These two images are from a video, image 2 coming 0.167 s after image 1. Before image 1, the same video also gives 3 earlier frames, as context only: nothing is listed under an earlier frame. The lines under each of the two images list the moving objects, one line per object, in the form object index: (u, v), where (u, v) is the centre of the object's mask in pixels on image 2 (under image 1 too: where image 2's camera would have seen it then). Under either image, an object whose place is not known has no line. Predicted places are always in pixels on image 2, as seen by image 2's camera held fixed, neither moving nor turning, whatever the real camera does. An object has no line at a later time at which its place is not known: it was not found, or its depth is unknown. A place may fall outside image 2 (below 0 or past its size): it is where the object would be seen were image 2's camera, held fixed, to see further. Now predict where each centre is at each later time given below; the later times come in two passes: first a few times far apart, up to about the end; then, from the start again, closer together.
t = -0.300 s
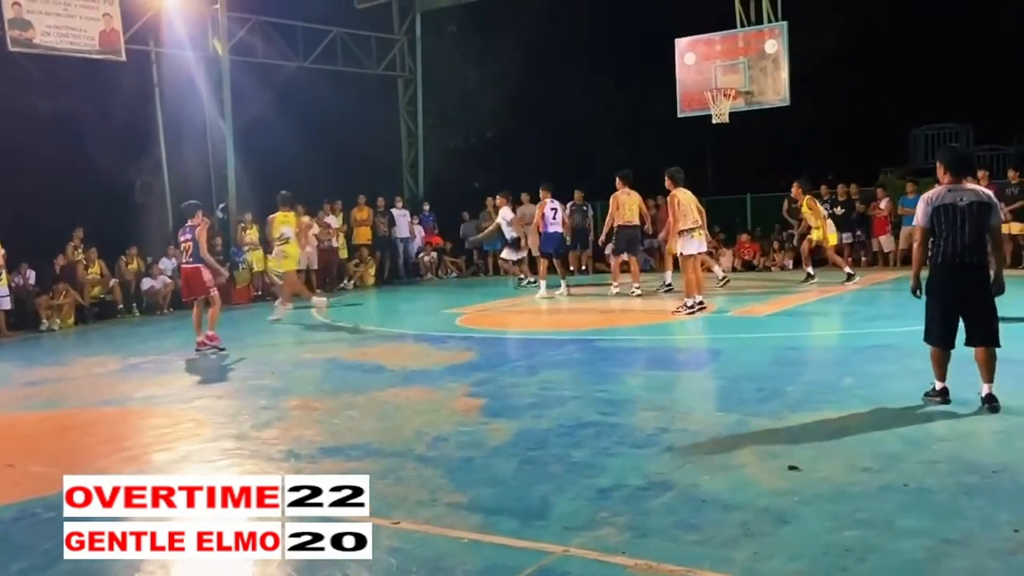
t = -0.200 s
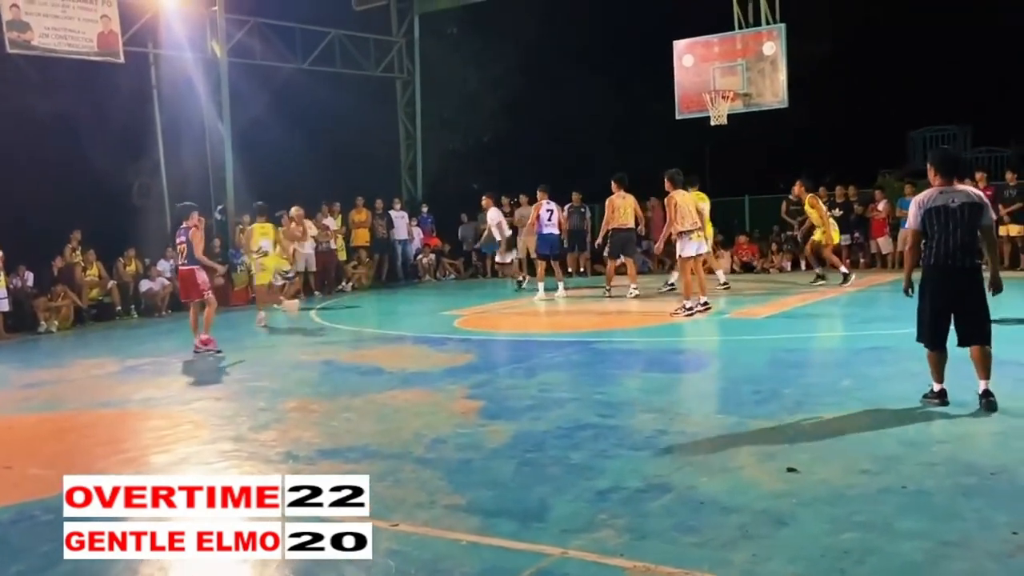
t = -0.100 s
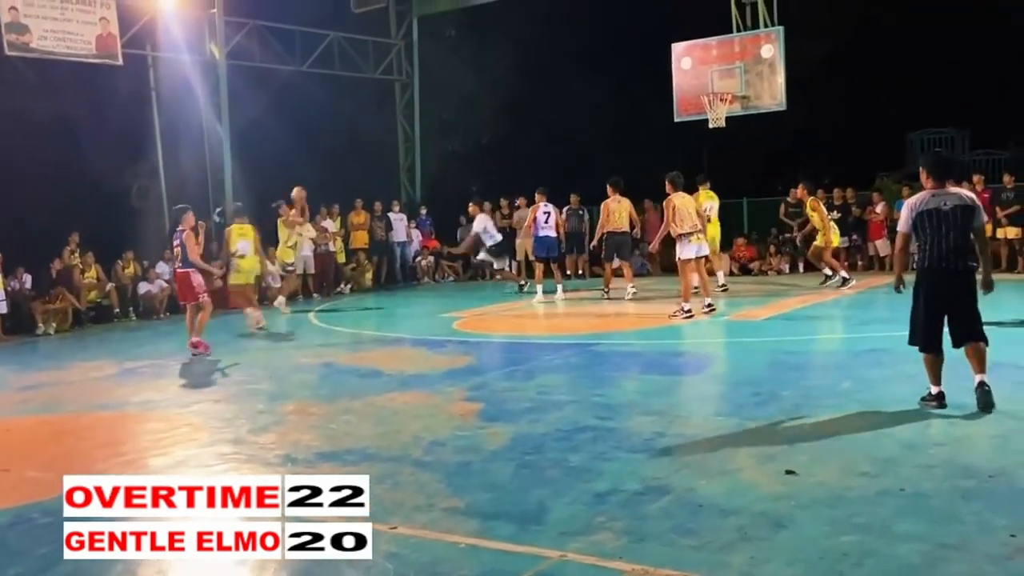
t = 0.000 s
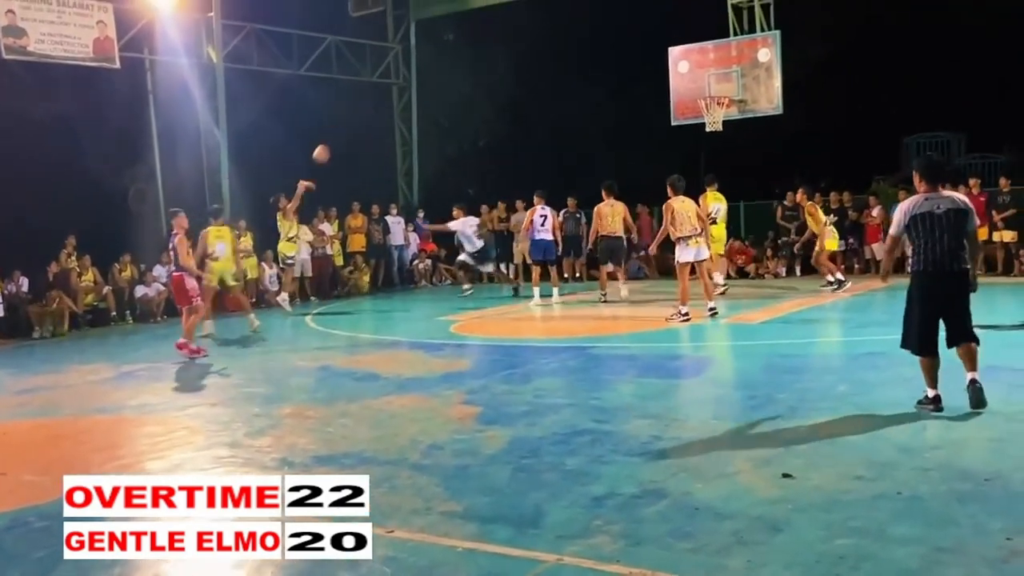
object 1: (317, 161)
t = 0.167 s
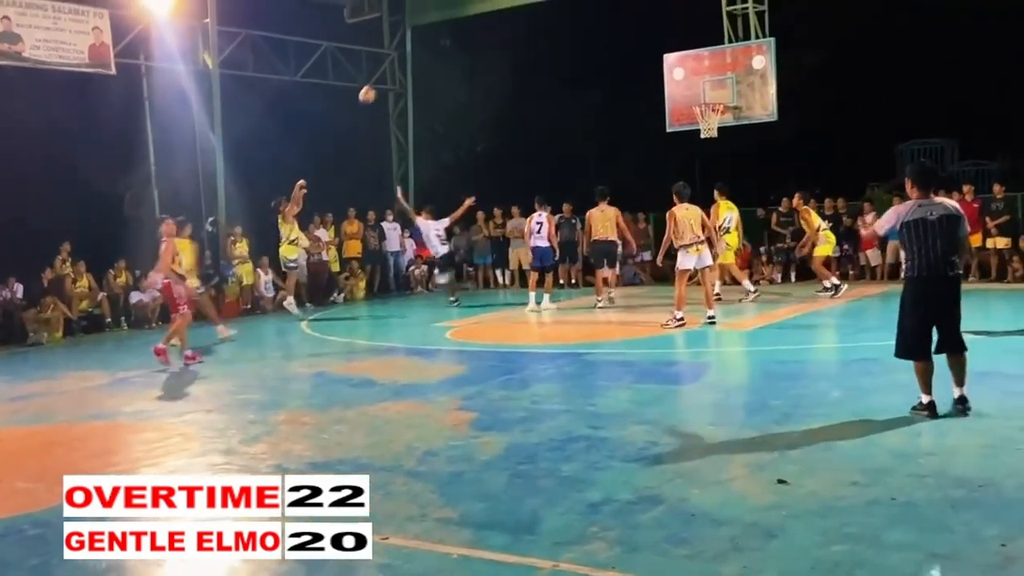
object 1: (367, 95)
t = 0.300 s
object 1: (409, 54)
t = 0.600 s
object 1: (504, 5)
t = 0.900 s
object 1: (602, 12)
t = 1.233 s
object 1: (712, 90)
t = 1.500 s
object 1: (771, 87)
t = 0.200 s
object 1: (377, 84)
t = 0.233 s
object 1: (388, 74)
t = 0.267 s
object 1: (398, 64)
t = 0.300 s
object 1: (409, 54)
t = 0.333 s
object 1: (420, 46)
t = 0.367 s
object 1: (430, 39)
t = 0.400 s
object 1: (441, 32)
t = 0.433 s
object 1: (451, 26)
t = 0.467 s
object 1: (462, 20)
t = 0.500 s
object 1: (472, 15)
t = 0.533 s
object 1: (483, 11)
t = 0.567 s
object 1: (493, 8)
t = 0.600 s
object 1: (504, 5)
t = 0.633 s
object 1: (514, 3)
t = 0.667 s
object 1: (525, 2)
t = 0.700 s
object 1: (537, 1)
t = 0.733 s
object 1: (548, 1)
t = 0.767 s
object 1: (559, 2)
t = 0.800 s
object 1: (569, 4)
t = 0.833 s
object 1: (580, 6)
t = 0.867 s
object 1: (591, 9)
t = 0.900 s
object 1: (602, 12)
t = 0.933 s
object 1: (613, 17)
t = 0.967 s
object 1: (624, 22)
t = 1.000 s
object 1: (635, 28)
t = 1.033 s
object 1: (646, 34)
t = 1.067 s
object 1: (657, 42)
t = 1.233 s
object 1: (712, 90)
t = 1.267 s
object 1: (722, 97)
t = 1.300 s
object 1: (729, 96)
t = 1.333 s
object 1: (732, 94)
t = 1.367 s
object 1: (738, 90)
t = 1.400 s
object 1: (749, 87)
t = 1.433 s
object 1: (756, 86)
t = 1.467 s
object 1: (763, 89)
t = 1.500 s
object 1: (771, 87)
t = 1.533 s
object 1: (778, 88)
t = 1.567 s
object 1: (785, 91)
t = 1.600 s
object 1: (791, 93)
